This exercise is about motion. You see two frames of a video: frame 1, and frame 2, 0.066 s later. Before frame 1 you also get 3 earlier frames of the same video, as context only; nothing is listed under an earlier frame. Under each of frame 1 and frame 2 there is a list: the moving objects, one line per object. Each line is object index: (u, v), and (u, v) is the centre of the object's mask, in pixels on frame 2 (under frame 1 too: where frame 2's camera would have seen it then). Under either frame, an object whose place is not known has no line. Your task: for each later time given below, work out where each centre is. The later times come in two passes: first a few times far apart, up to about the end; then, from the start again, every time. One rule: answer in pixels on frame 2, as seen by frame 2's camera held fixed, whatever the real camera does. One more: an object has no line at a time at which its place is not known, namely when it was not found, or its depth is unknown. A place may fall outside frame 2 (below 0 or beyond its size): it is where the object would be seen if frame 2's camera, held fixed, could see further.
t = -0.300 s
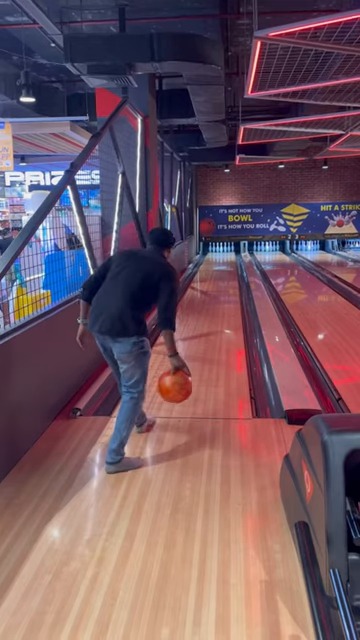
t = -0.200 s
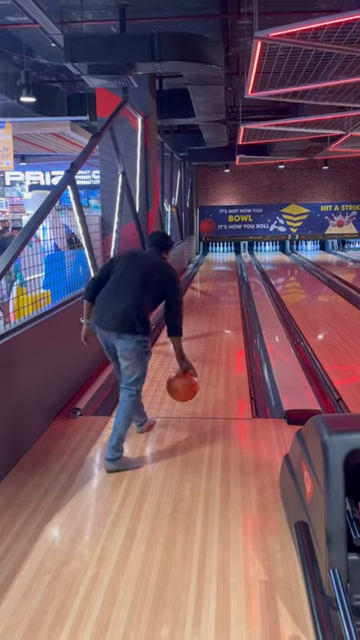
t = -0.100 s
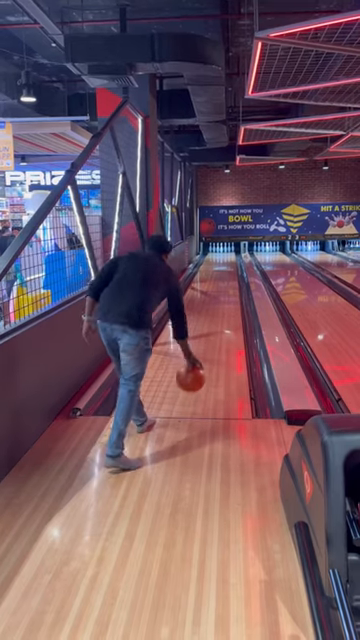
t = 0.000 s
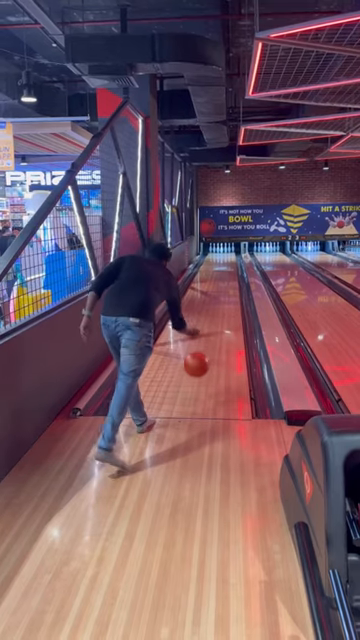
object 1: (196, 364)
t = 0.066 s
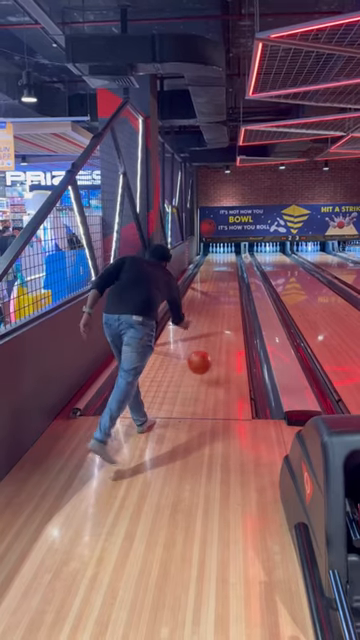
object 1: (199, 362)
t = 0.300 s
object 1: (207, 342)
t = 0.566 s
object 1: (213, 320)
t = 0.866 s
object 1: (216, 303)
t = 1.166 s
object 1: (218, 292)
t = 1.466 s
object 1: (220, 284)
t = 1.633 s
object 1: (220, 279)
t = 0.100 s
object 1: (200, 362)
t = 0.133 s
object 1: (202, 362)
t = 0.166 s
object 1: (203, 358)
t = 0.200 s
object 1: (204, 354)
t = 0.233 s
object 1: (205, 350)
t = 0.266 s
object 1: (206, 346)
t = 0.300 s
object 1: (207, 342)
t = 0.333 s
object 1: (208, 338)
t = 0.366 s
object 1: (209, 336)
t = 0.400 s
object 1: (209, 333)
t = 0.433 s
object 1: (210, 330)
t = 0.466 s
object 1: (211, 327)
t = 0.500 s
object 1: (211, 325)
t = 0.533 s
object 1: (212, 322)
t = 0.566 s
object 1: (213, 320)
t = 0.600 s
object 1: (214, 318)
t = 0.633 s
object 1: (214, 316)
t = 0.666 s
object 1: (214, 314)
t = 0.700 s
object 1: (215, 311)
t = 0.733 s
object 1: (215, 310)
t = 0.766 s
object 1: (215, 308)
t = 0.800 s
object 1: (215, 307)
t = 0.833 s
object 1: (215, 305)
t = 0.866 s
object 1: (216, 303)
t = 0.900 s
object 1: (216, 303)
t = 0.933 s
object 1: (216, 301)
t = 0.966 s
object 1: (217, 299)
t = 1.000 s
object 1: (217, 299)
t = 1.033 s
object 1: (217, 297)
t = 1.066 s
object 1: (218, 295)
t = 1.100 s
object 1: (218, 294)
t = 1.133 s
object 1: (218, 293)
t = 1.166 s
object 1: (218, 292)
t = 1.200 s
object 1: (218, 292)
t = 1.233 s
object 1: (218, 290)
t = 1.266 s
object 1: (218, 289)
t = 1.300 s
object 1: (219, 288)
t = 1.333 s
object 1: (219, 287)
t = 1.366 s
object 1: (219, 287)
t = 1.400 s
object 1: (220, 286)
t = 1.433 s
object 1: (220, 285)
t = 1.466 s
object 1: (220, 284)
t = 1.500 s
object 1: (220, 283)
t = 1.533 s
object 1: (220, 281)
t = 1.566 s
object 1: (220, 282)
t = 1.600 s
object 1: (220, 279)
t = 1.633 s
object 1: (220, 279)
